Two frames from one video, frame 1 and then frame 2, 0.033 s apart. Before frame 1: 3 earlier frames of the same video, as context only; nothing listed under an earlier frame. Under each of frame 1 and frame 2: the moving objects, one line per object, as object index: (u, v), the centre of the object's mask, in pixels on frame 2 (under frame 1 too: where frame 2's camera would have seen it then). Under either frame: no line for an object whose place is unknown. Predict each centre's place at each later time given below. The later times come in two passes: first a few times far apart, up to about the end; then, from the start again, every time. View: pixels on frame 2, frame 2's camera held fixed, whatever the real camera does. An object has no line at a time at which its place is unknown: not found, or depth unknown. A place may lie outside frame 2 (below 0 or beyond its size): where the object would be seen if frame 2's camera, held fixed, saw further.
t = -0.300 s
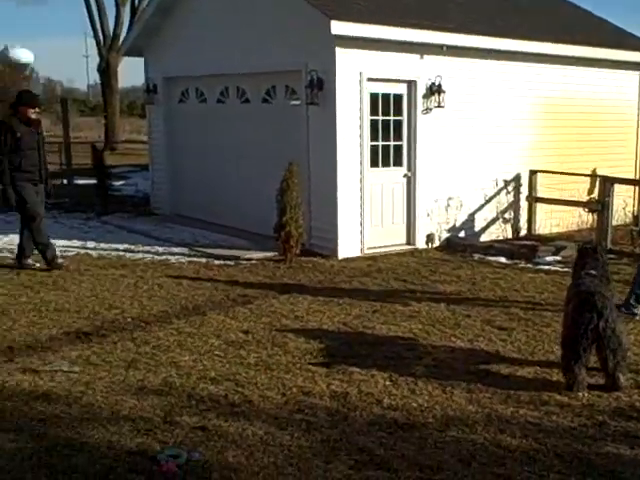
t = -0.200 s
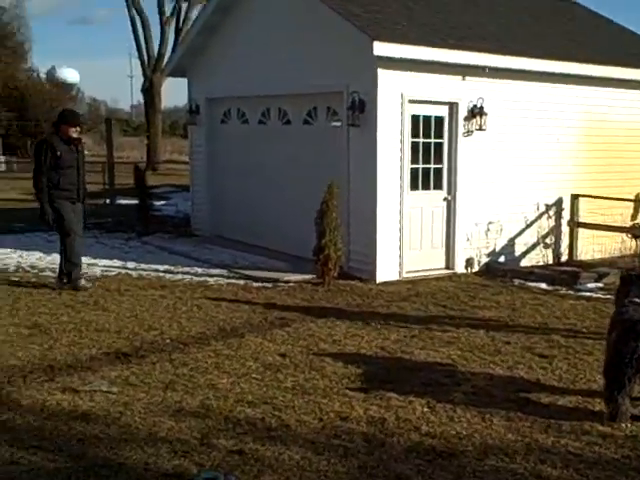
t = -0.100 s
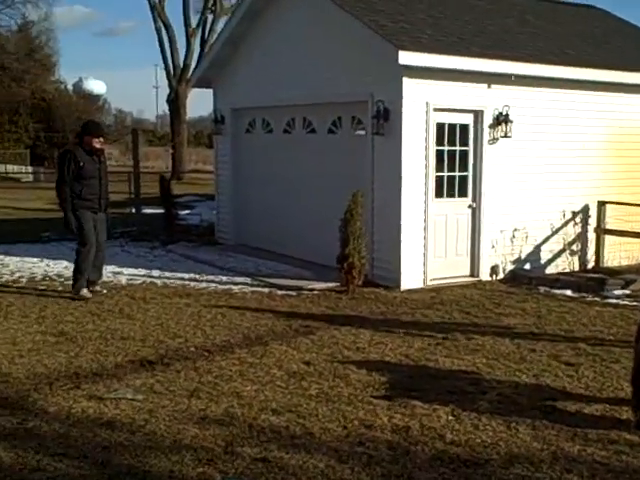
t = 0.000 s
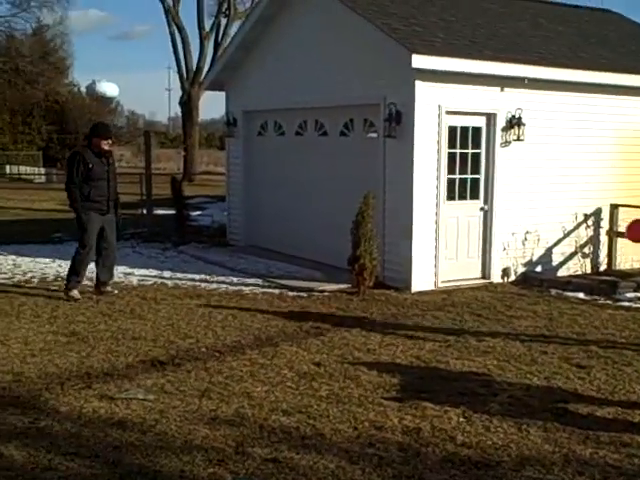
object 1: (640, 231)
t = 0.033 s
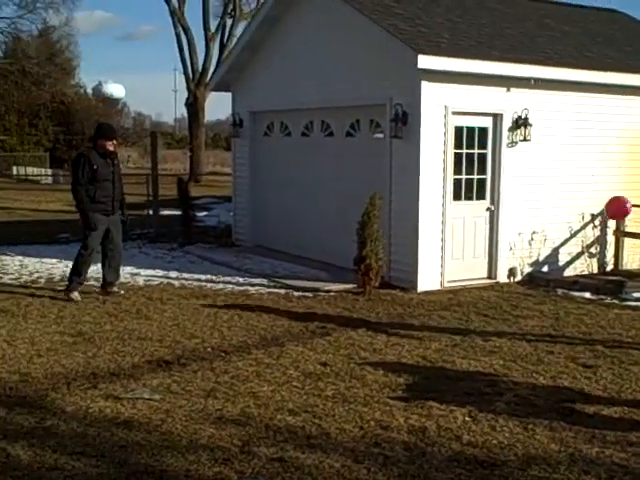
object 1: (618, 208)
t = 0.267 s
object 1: (454, 85)
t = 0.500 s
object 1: (311, 25)
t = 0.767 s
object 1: (163, 35)
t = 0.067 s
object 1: (592, 187)
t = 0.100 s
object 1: (567, 167)
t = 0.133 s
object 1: (544, 149)
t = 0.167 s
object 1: (521, 130)
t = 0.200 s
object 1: (499, 115)
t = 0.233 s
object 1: (476, 99)
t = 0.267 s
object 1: (454, 85)
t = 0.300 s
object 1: (431, 73)
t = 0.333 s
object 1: (410, 64)
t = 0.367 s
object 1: (388, 53)
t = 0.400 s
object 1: (366, 42)
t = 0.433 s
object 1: (344, 33)
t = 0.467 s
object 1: (326, 29)
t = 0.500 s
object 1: (311, 25)
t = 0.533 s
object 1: (287, 19)
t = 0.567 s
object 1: (267, 16)
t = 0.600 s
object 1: (248, 16)
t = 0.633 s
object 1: (230, 18)
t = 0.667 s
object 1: (214, 21)
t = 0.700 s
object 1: (196, 24)
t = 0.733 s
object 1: (180, 29)
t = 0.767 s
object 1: (163, 35)
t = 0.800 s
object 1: (148, 41)
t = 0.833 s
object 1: (131, 47)
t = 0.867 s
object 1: (116, 56)
